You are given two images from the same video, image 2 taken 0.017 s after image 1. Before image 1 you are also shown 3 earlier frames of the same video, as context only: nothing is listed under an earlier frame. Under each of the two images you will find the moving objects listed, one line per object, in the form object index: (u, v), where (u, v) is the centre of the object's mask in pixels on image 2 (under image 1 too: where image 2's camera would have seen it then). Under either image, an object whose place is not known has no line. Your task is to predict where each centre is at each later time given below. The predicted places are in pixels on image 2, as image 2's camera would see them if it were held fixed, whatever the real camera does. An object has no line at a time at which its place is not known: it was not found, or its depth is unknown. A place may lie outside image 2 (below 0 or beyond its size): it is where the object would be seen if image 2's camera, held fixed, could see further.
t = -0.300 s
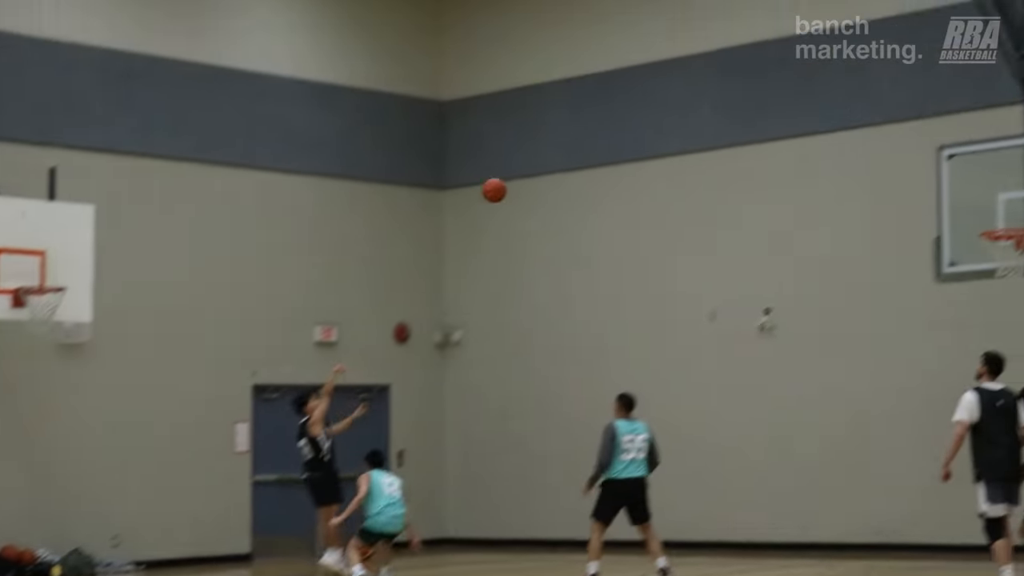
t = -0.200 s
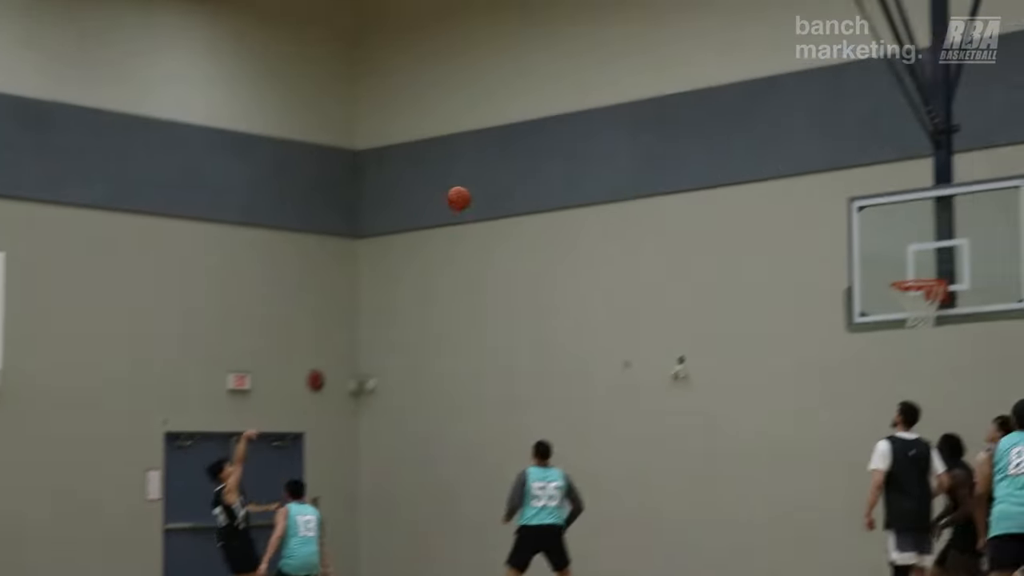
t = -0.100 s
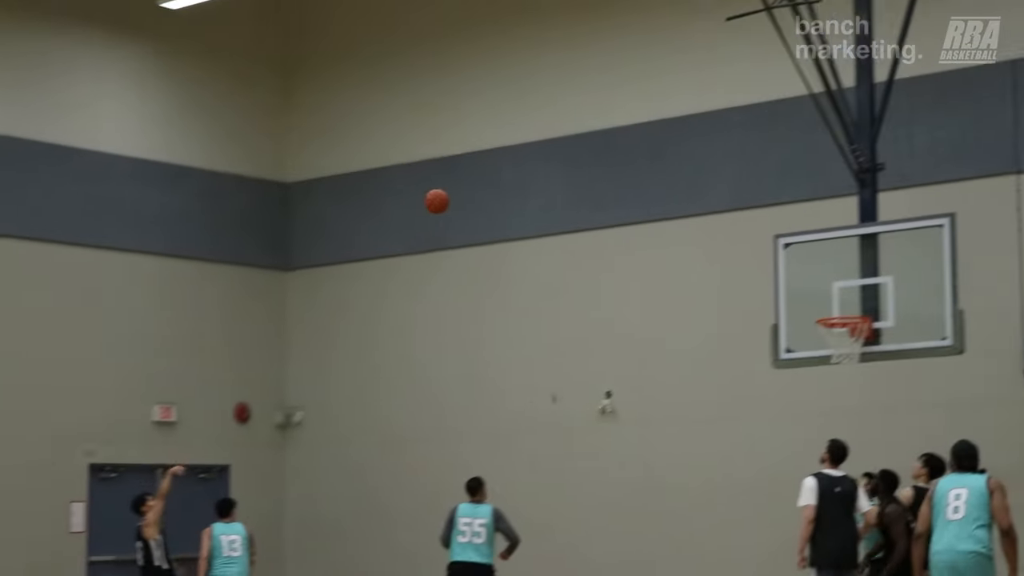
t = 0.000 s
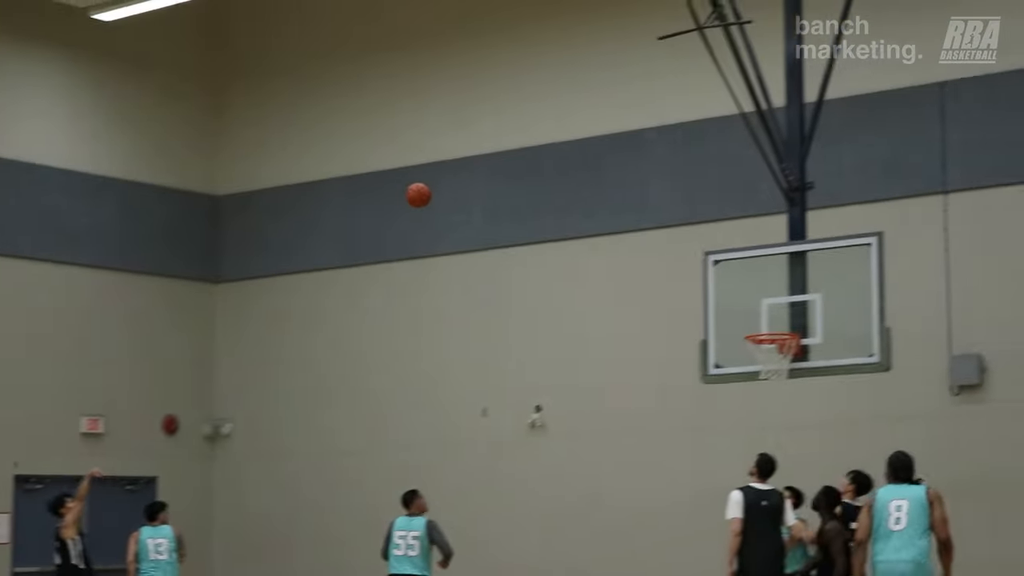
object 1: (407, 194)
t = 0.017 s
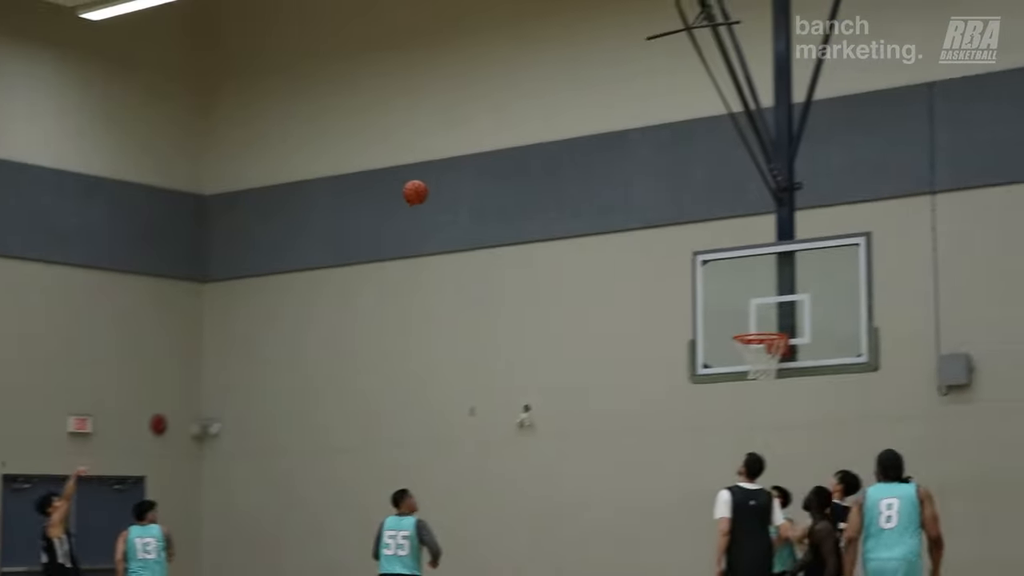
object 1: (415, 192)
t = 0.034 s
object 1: (423, 190)
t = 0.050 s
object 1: (431, 188)
